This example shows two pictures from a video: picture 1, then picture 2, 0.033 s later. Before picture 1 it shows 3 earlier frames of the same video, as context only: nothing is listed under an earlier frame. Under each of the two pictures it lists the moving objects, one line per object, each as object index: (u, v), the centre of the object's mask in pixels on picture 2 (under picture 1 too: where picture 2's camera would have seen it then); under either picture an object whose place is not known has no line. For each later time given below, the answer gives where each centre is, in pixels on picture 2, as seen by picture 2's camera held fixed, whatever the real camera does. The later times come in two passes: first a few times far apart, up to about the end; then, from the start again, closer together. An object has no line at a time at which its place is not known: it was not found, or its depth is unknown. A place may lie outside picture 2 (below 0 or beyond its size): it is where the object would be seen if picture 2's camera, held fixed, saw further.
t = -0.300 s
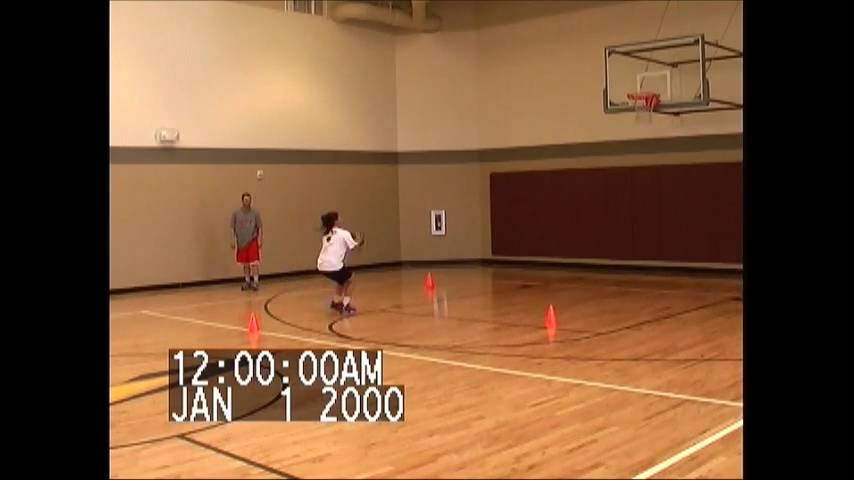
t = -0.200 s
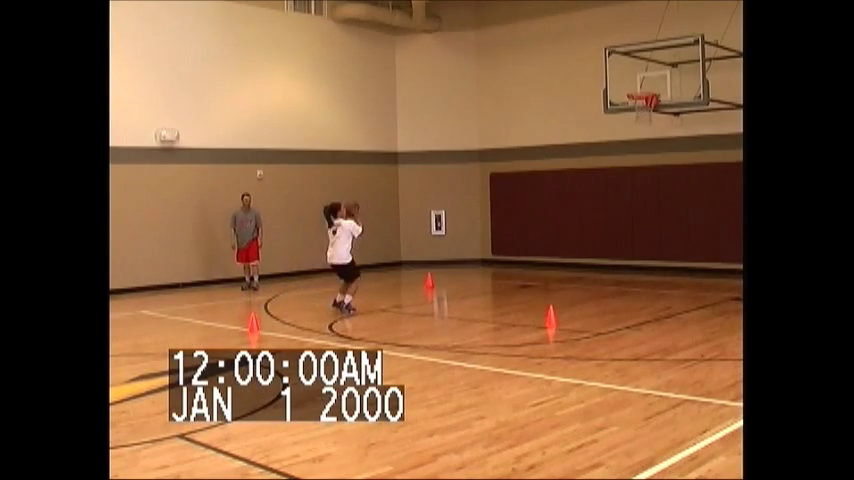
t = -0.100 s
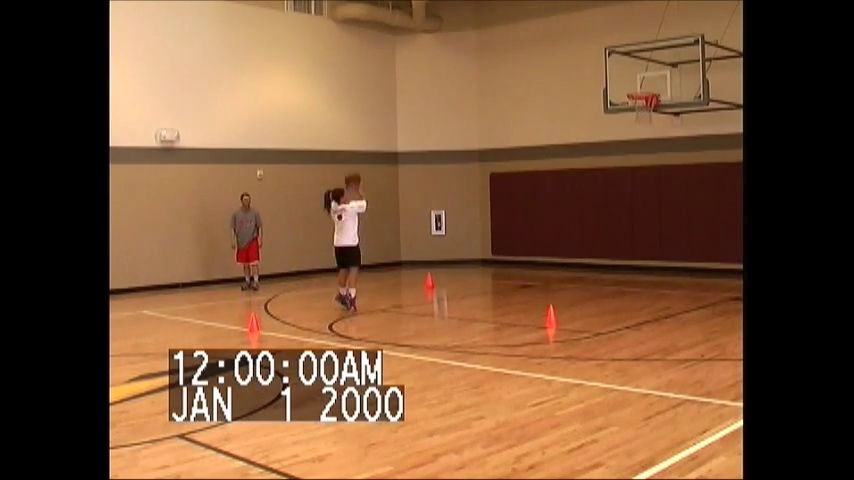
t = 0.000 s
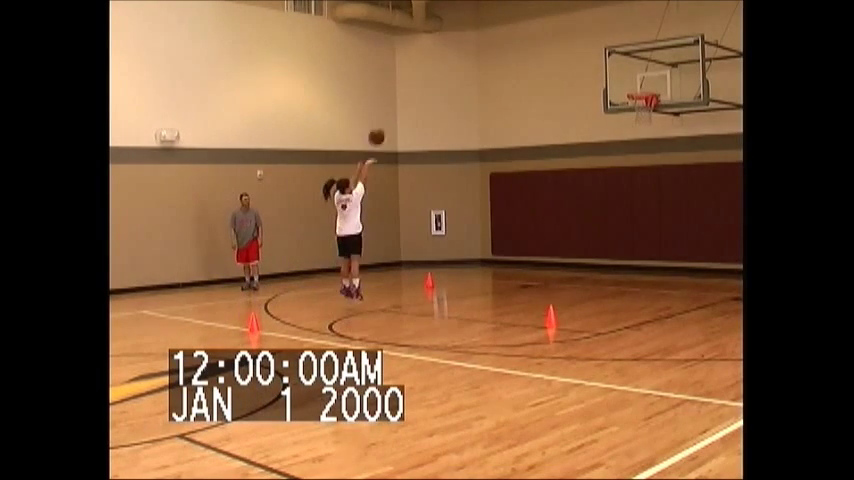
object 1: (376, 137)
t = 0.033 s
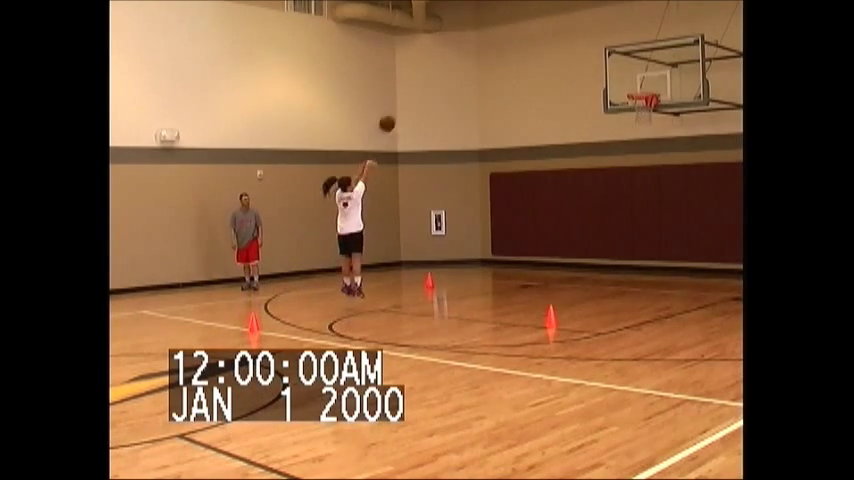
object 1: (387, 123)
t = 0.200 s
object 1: (436, 71)
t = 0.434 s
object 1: (499, 34)
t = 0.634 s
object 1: (551, 32)
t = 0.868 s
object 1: (607, 62)
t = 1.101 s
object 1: (651, 114)
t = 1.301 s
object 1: (661, 159)
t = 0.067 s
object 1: (396, 111)
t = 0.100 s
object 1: (406, 100)
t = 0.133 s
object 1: (416, 89)
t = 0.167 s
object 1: (426, 80)
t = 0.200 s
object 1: (436, 71)
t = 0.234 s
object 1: (445, 63)
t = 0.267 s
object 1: (454, 56)
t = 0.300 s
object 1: (464, 50)
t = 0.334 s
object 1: (473, 45)
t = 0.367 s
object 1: (482, 40)
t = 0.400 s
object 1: (491, 37)
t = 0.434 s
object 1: (499, 34)
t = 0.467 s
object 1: (508, 32)
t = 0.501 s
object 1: (517, 30)
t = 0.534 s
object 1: (526, 30)
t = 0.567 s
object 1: (534, 30)
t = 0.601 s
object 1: (543, 31)
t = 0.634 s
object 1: (551, 32)
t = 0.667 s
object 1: (559, 35)
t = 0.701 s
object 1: (567, 37)
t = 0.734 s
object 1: (576, 41)
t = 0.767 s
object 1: (584, 45)
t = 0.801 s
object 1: (592, 50)
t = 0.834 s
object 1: (599, 55)
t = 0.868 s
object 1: (607, 62)
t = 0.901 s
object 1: (615, 68)
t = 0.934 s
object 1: (623, 75)
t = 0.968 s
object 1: (630, 83)
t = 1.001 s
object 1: (637, 92)
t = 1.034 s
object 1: (646, 100)
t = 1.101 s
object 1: (651, 114)
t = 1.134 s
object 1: (653, 120)
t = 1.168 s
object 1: (654, 127)
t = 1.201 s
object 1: (655, 134)
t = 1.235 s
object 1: (657, 142)
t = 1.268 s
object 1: (659, 150)
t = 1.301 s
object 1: (661, 159)
